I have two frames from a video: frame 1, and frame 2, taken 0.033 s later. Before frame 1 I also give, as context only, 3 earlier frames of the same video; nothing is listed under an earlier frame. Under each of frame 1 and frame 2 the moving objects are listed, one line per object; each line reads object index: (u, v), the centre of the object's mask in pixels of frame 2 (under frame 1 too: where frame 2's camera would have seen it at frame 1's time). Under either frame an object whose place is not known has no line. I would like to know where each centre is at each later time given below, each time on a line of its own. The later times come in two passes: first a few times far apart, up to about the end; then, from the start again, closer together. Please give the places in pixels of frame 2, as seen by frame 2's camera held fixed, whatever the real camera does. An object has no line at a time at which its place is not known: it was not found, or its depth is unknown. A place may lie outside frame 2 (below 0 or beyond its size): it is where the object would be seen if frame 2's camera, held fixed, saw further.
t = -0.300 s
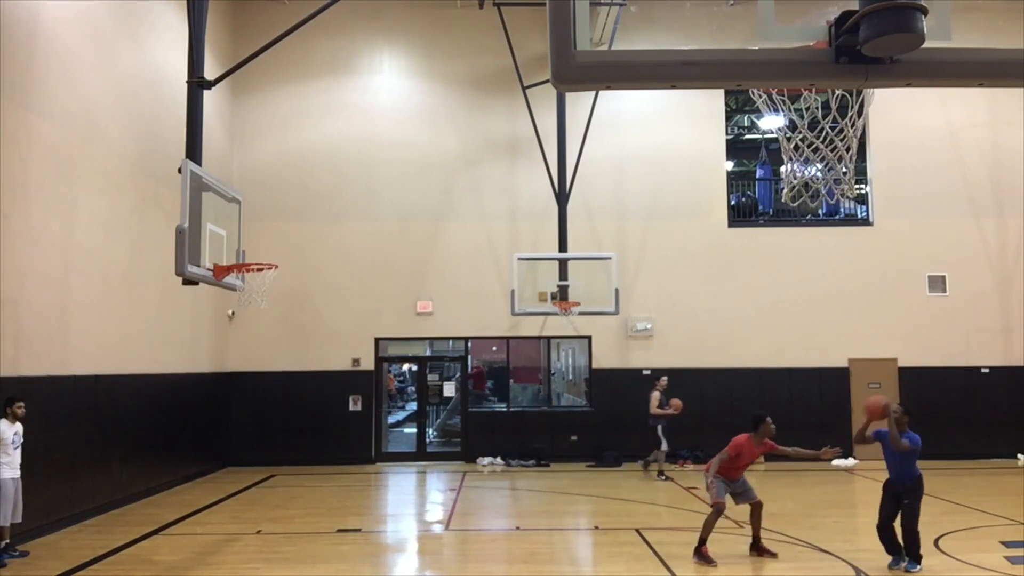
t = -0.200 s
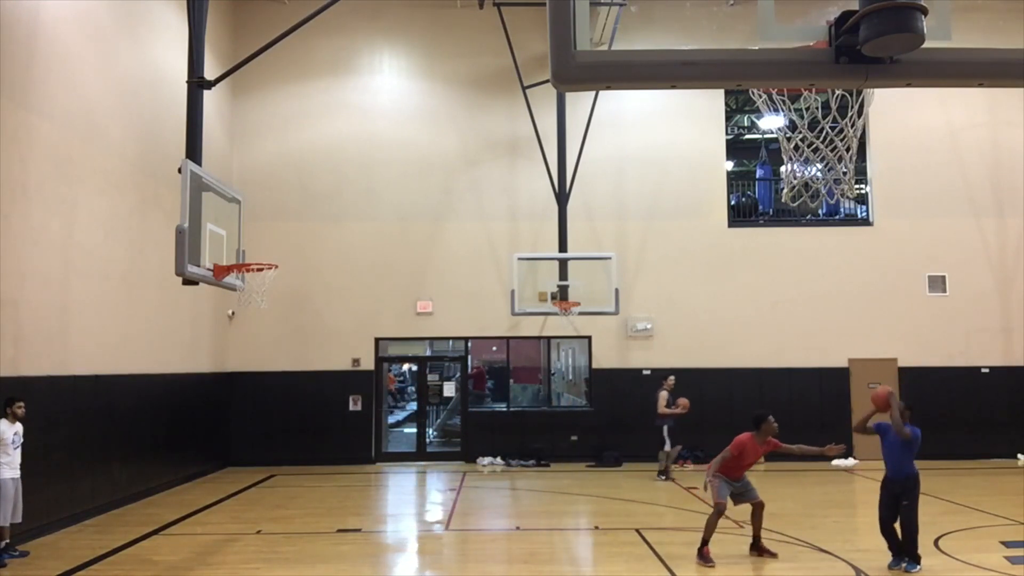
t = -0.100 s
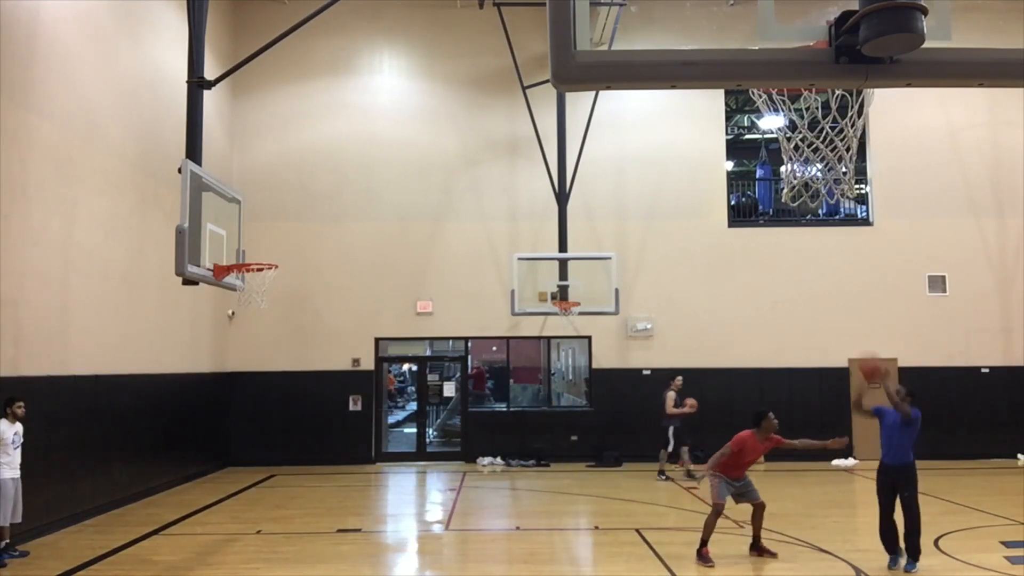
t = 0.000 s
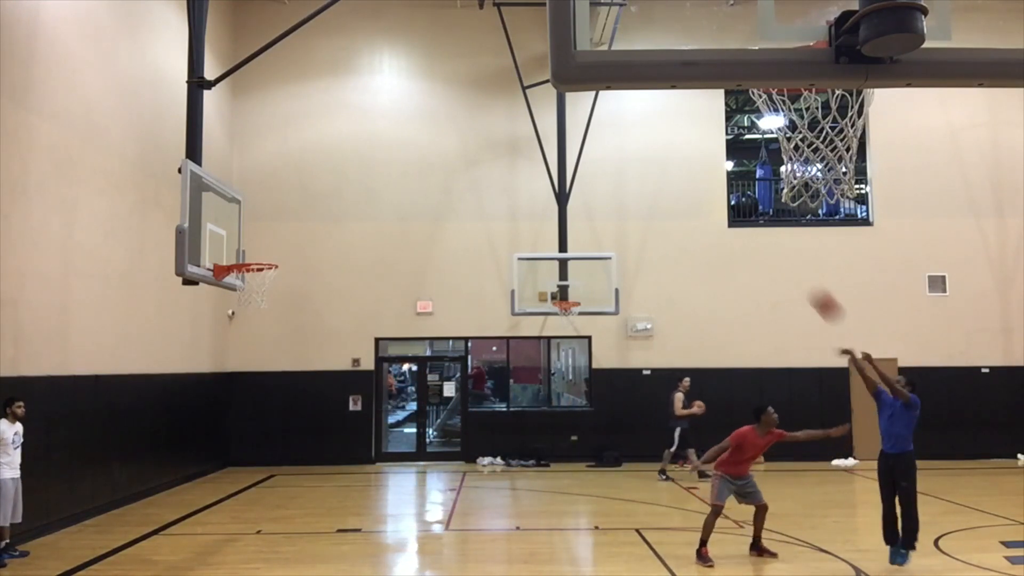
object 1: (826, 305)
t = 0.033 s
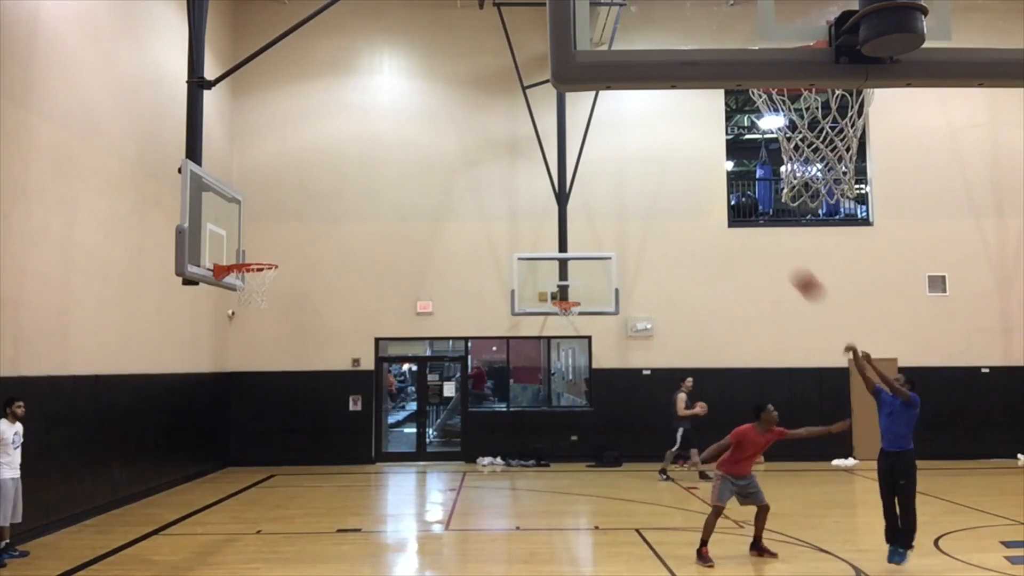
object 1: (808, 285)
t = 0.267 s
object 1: (684, 176)
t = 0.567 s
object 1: (541, 116)
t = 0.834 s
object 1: (420, 131)
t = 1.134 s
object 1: (288, 222)
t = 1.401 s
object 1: (221, 203)
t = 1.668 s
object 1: (224, 171)
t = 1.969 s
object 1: (232, 222)
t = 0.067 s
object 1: (790, 266)
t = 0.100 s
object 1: (772, 248)
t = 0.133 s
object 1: (754, 231)
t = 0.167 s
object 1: (739, 216)
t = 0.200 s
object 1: (715, 200)
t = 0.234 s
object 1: (701, 189)
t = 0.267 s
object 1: (684, 176)
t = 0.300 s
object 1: (667, 165)
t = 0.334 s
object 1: (652, 156)
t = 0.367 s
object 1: (635, 147)
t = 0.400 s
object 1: (619, 139)
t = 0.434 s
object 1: (602, 132)
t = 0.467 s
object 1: (586, 127)
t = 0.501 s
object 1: (573, 122)
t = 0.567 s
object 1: (541, 116)
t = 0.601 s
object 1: (524, 115)
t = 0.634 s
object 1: (509, 115)
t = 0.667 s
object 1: (495, 115)
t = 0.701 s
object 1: (479, 116)
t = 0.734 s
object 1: (464, 119)
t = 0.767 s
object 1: (449, 122)
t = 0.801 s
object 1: (434, 126)
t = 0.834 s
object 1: (420, 131)
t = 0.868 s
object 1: (404, 138)
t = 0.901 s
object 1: (390, 145)
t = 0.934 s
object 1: (376, 153)
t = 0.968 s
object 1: (361, 162)
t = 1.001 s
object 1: (346, 172)
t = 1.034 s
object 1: (332, 183)
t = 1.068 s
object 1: (317, 195)
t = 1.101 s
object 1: (302, 208)
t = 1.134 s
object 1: (288, 222)
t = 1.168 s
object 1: (273, 238)
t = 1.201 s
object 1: (260, 251)
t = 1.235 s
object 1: (249, 252)
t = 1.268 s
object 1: (244, 241)
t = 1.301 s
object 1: (238, 231)
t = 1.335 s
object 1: (232, 220)
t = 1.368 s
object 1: (226, 210)
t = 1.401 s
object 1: (221, 203)
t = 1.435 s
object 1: (217, 195)
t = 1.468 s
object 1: (218, 187)
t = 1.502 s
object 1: (219, 182)
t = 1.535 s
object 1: (220, 178)
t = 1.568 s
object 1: (221, 175)
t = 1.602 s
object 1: (222, 173)
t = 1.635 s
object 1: (223, 171)
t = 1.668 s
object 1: (224, 171)
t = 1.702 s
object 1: (225, 172)
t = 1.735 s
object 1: (226, 174)
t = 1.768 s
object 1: (227, 177)
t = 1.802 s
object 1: (228, 181)
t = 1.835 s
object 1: (228, 187)
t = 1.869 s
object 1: (229, 194)
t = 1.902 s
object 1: (230, 202)
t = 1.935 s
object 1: (231, 211)
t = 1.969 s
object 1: (232, 222)
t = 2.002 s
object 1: (232, 233)
